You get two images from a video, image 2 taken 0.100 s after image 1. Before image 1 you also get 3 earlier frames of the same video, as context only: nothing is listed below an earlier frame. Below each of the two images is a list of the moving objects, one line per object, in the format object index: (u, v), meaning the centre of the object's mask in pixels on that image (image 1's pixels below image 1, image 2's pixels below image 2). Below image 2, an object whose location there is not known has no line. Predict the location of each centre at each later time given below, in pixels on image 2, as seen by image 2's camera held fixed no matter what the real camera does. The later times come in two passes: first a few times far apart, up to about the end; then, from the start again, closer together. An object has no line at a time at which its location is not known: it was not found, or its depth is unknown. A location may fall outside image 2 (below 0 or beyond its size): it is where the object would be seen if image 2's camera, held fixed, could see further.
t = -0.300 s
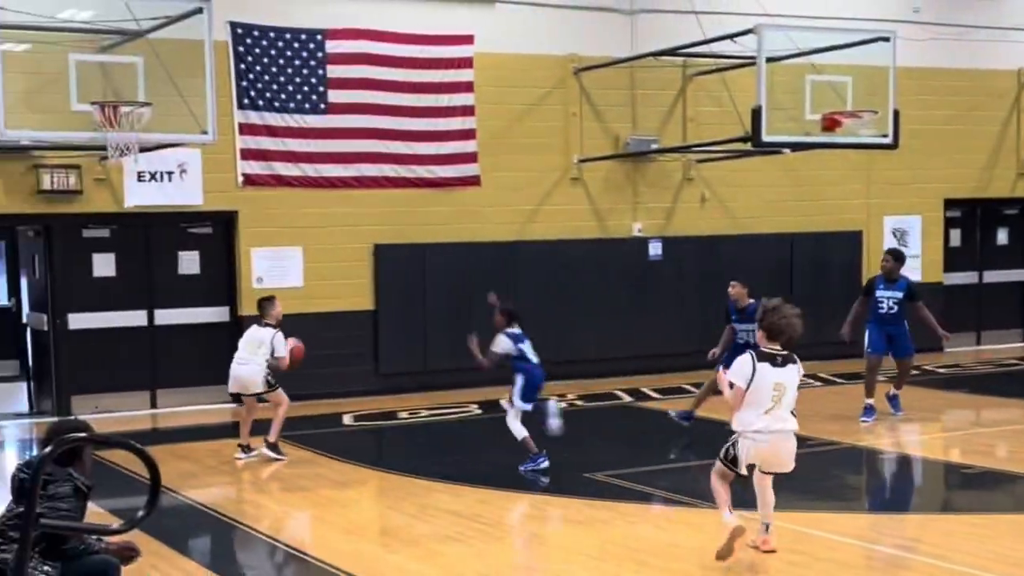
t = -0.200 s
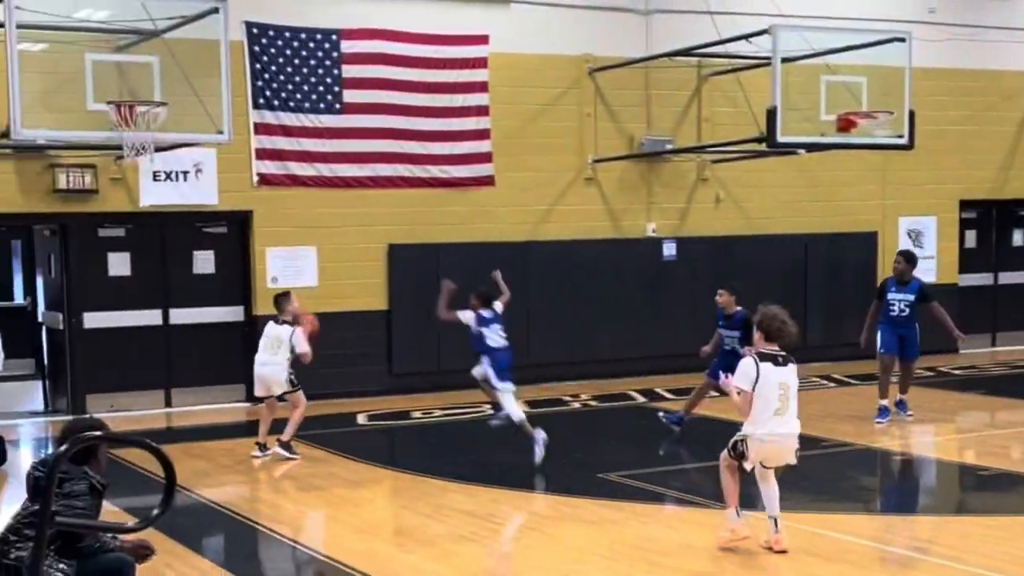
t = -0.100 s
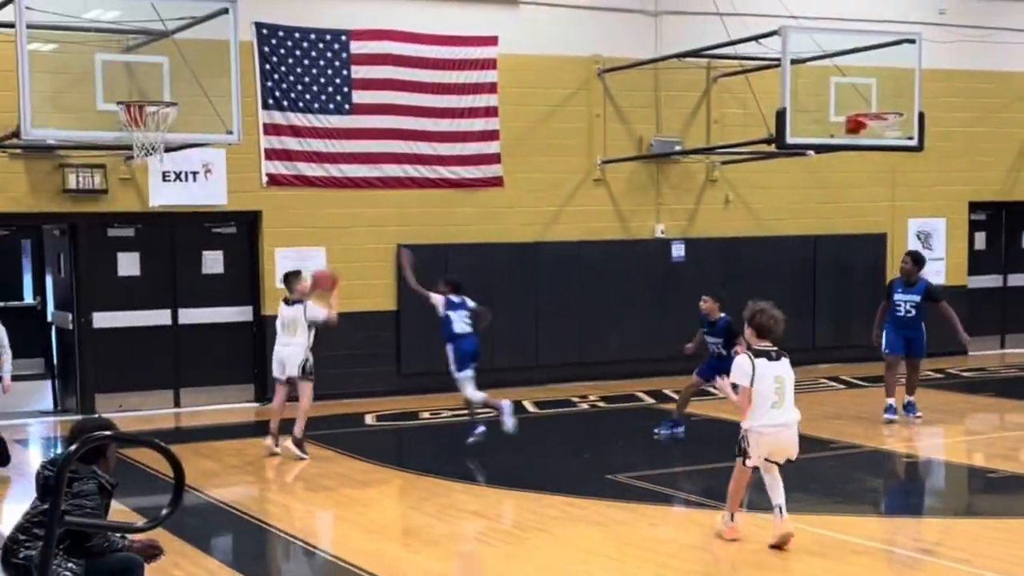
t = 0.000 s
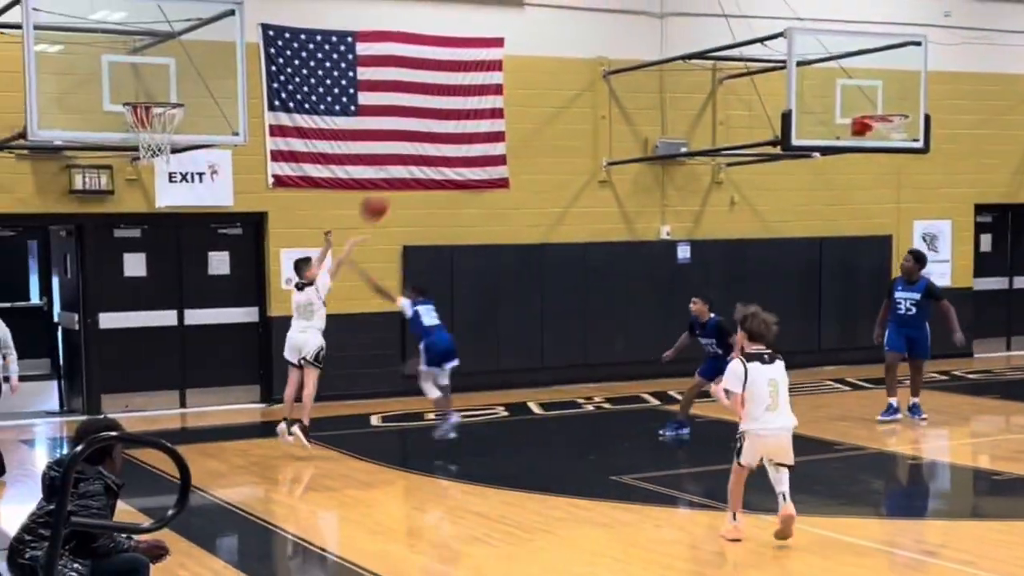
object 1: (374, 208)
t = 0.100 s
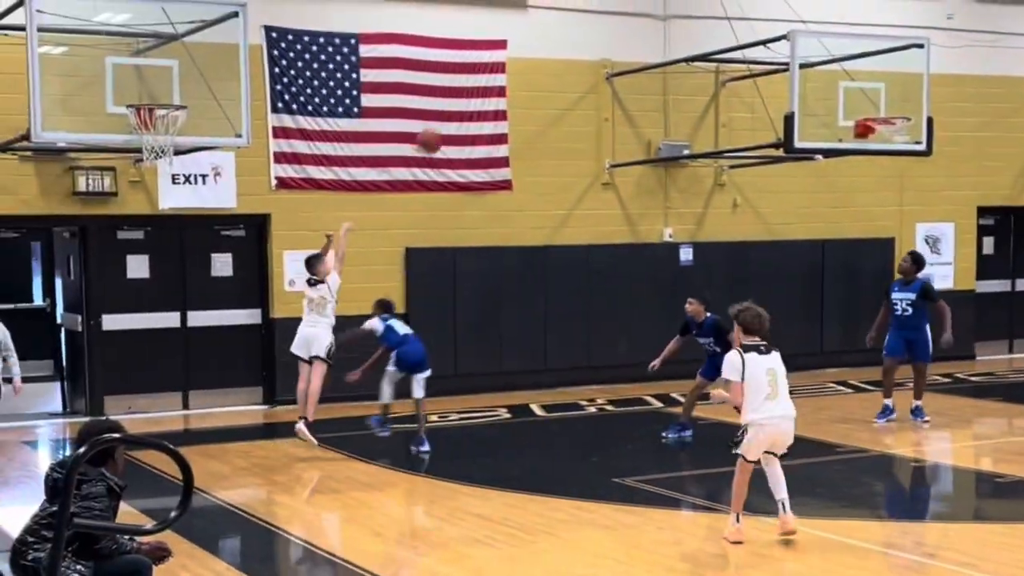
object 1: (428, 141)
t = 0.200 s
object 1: (480, 86)
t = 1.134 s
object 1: (889, 110)
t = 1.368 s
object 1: (888, 145)
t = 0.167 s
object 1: (464, 102)
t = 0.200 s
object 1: (480, 86)
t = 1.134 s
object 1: (889, 110)
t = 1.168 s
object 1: (897, 127)
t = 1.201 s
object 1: (894, 132)
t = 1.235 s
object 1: (891, 136)
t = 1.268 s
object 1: (890, 136)
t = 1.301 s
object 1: (888, 138)
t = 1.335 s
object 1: (887, 139)
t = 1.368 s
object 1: (888, 145)
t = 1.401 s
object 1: (887, 148)
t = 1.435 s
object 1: (885, 153)
